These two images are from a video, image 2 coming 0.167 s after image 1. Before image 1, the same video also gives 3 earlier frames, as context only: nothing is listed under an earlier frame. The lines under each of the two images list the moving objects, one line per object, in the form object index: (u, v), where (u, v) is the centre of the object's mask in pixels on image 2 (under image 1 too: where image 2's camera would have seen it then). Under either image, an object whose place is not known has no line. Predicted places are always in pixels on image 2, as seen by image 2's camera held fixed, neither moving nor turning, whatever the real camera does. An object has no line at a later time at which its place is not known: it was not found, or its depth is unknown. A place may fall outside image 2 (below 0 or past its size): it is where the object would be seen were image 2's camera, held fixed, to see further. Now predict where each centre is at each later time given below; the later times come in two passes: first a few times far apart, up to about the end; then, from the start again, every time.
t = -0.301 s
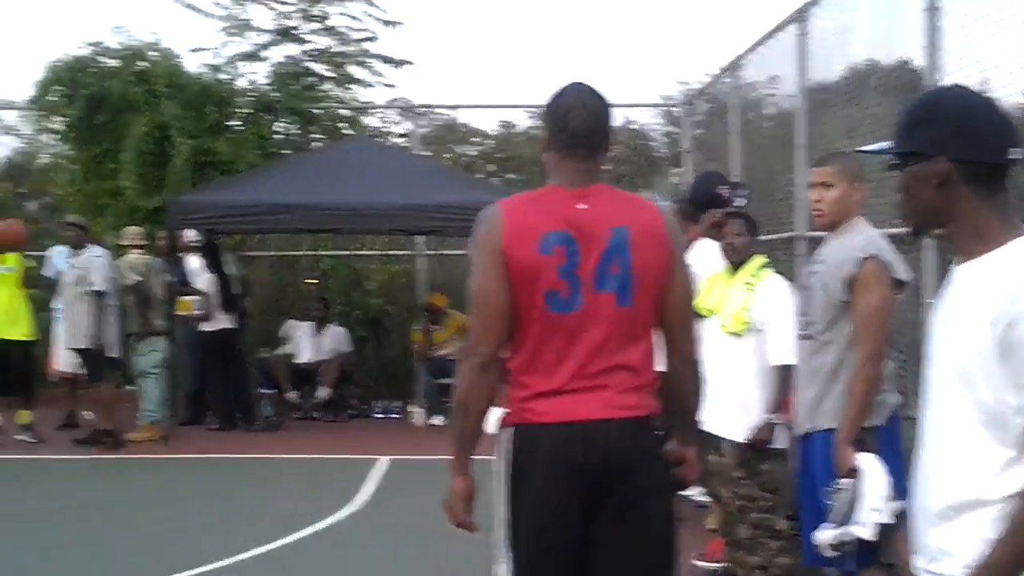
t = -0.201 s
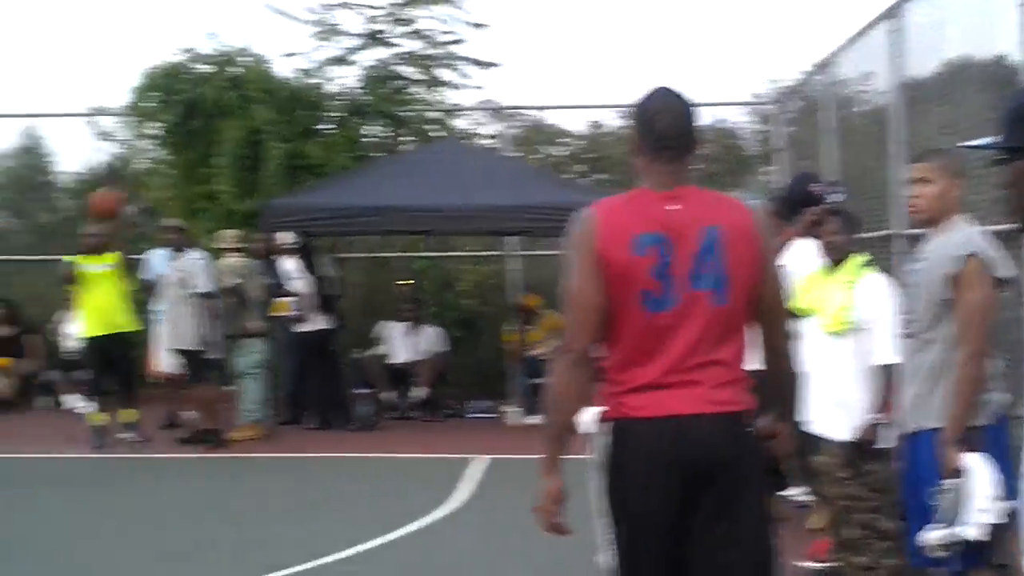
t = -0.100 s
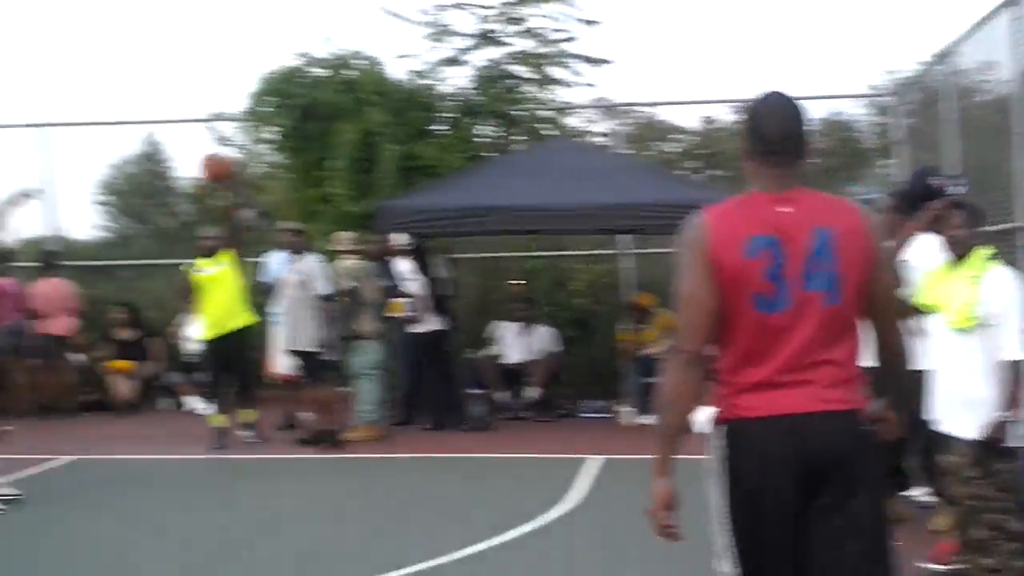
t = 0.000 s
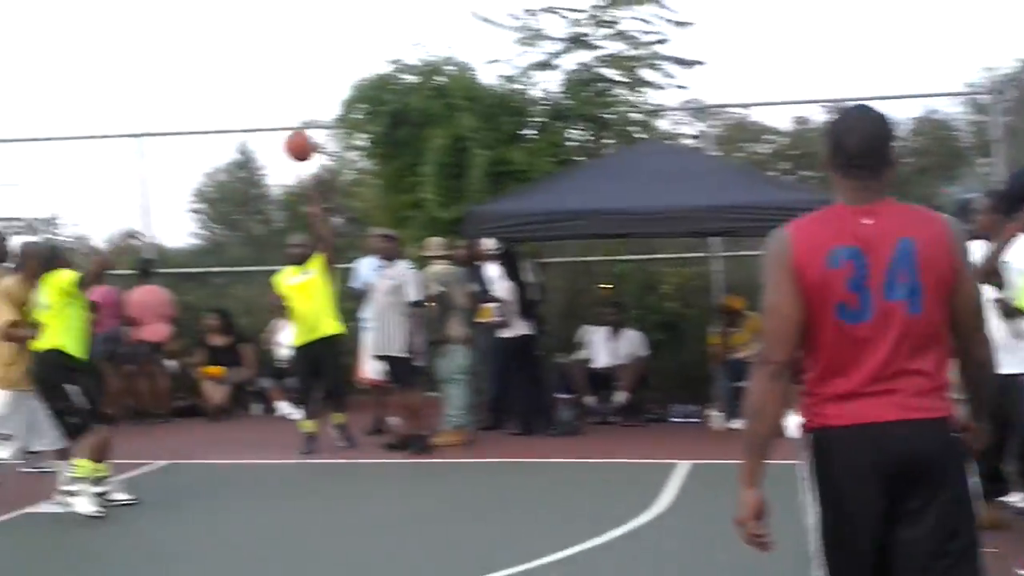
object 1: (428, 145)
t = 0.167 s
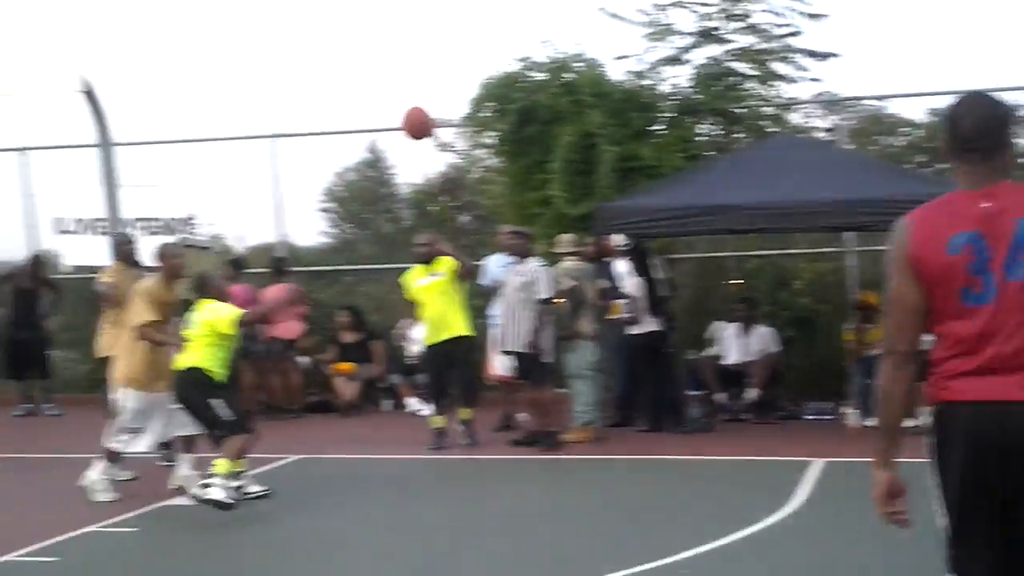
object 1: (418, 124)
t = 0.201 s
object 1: (415, 123)
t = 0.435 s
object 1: (402, 172)
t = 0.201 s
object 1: (415, 123)
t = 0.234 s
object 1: (413, 125)
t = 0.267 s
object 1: (411, 128)
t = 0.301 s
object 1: (409, 133)
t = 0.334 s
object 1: (408, 140)
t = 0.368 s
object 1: (406, 148)
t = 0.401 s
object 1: (404, 159)
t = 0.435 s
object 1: (402, 172)
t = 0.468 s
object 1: (401, 188)
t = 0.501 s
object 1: (400, 207)
